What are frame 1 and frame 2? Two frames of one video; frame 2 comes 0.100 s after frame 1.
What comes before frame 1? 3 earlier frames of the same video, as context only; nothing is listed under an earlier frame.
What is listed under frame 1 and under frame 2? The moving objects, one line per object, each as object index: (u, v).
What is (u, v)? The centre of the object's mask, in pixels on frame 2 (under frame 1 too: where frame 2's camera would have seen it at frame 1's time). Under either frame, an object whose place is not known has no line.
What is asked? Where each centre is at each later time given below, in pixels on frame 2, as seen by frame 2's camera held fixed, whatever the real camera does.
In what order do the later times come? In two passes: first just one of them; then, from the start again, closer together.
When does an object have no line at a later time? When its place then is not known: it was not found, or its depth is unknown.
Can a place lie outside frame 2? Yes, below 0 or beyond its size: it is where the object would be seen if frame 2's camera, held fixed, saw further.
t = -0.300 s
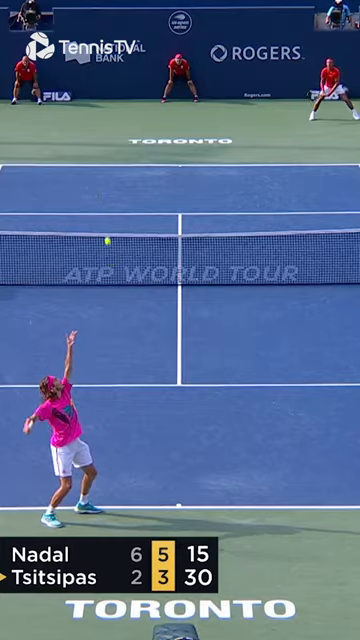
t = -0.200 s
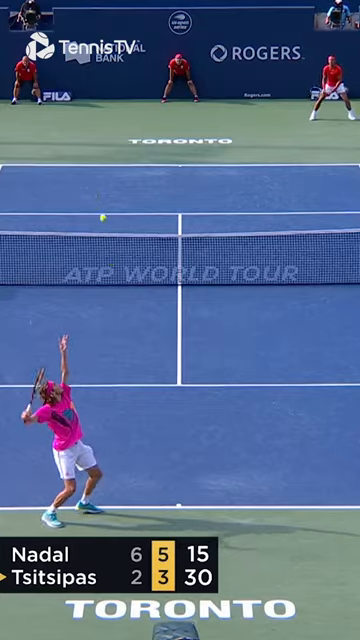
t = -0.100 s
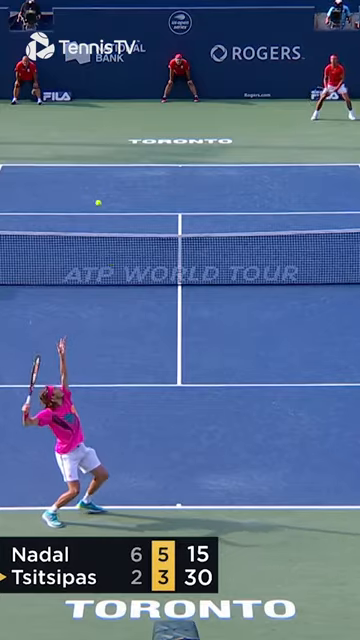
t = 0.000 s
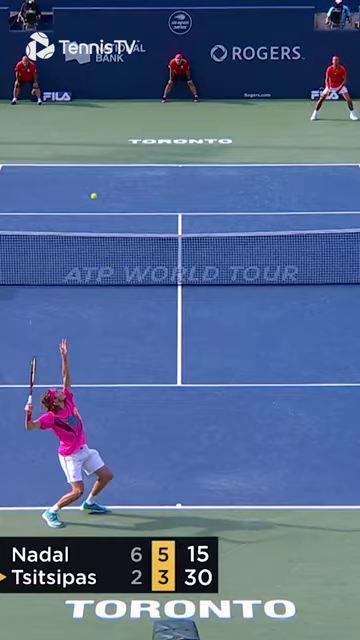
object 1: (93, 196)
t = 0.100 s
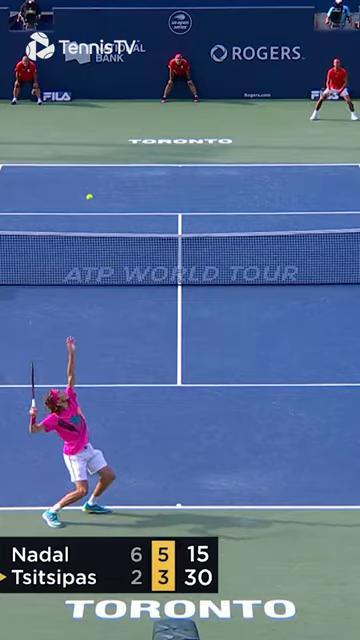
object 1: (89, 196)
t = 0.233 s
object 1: (83, 210)
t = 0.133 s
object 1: (87, 198)
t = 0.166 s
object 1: (86, 202)
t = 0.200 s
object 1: (84, 205)
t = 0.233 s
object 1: (83, 210)
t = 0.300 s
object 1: (80, 222)
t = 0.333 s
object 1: (79, 229)
